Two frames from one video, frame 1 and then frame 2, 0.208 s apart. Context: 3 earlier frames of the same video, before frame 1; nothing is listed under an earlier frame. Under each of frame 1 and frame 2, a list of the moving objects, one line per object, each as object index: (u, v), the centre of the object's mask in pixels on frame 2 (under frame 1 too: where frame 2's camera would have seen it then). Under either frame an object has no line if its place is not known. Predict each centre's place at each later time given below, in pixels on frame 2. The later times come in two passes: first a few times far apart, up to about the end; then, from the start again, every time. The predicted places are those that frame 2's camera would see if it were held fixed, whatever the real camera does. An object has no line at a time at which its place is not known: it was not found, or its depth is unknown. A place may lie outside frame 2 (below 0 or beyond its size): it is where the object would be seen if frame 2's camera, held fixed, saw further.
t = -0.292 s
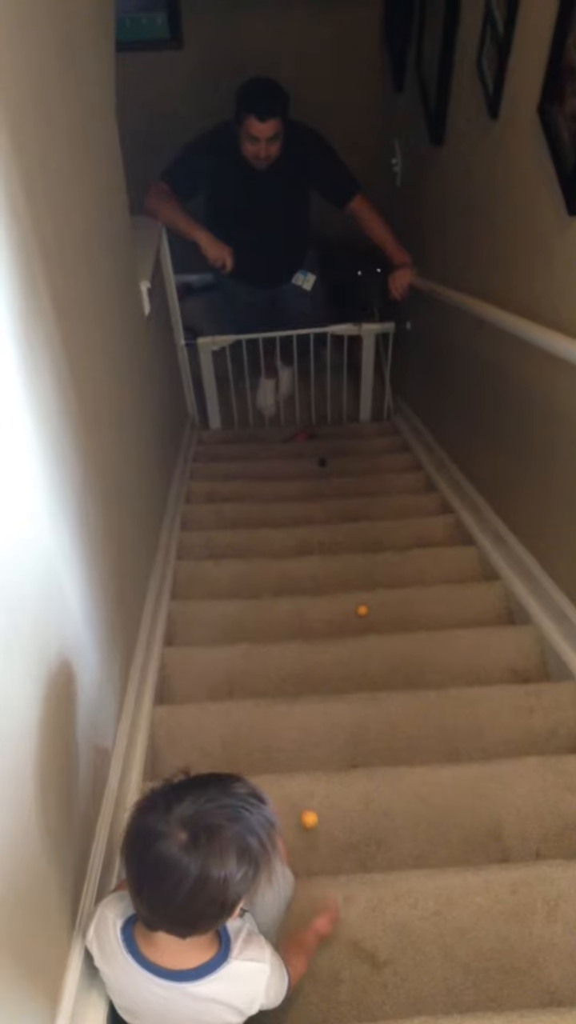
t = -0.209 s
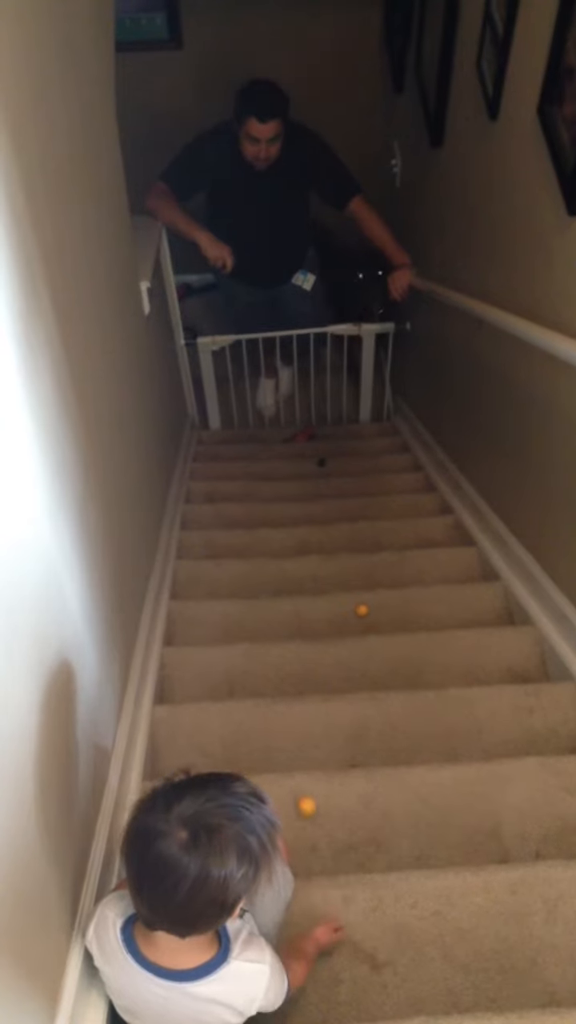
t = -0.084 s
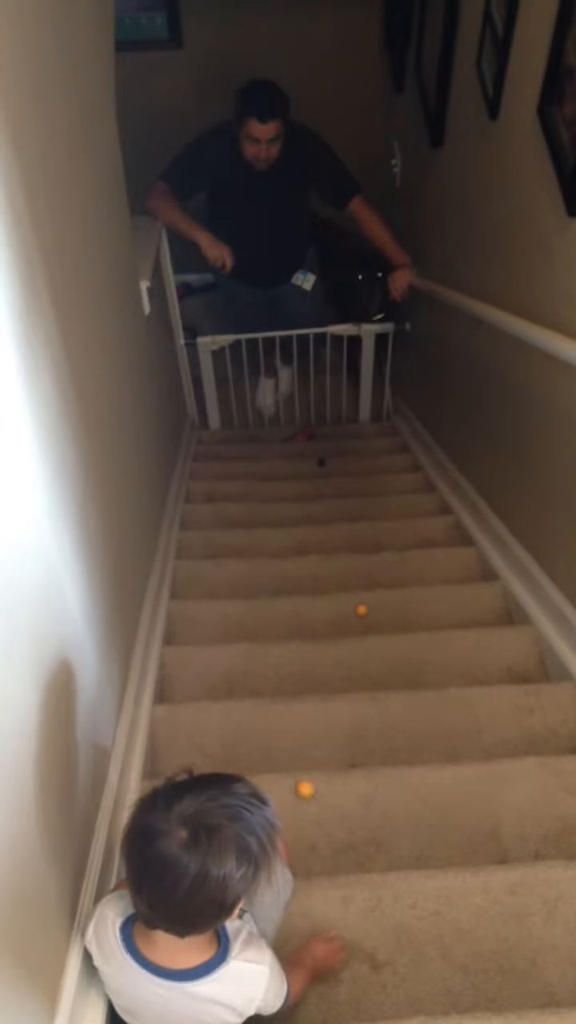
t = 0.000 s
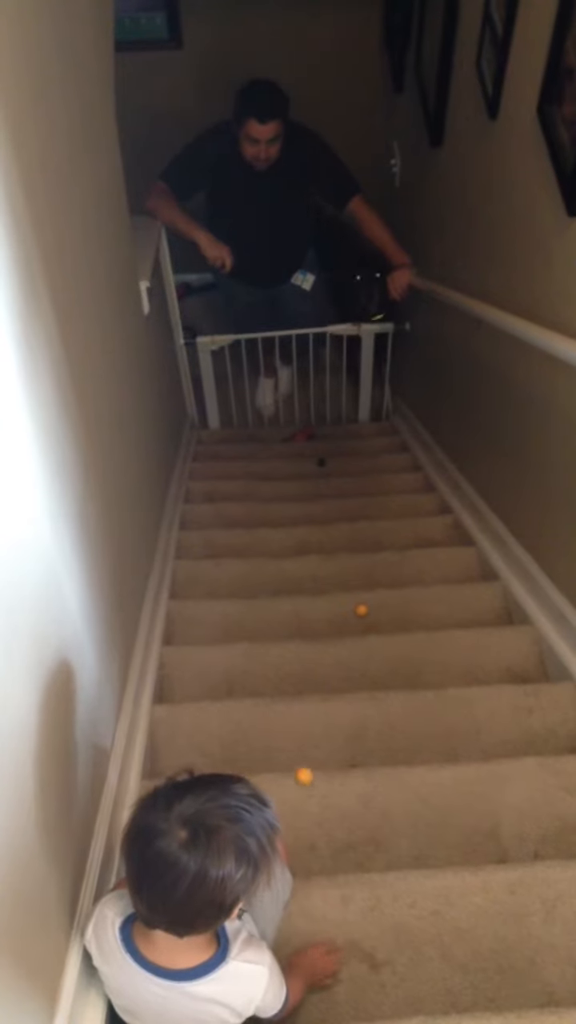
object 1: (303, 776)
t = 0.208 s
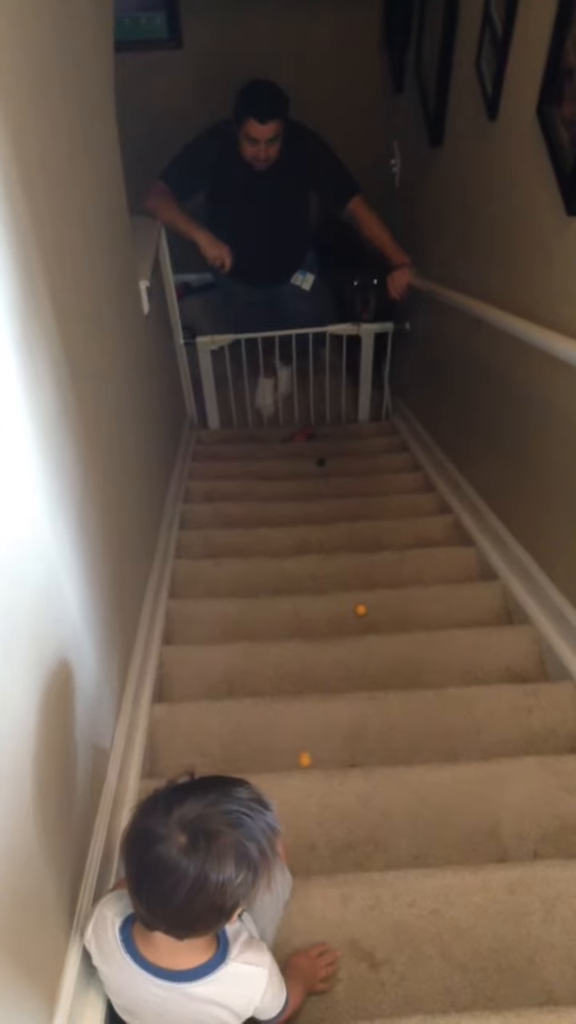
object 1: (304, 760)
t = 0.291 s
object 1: (306, 743)
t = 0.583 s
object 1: (314, 691)
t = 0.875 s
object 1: (324, 648)
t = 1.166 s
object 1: (331, 603)
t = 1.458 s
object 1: (336, 532)
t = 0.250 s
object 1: (304, 759)
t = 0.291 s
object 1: (306, 743)
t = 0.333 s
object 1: (307, 731)
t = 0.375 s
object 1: (308, 724)
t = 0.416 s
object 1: (309, 719)
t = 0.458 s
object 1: (310, 714)
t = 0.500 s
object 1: (312, 702)
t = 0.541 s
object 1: (313, 694)
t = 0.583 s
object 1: (314, 691)
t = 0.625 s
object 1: (316, 687)
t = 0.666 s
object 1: (317, 682)
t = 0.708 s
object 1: (317, 681)
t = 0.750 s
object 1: (318, 682)
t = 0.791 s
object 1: (320, 671)
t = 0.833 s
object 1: (322, 658)
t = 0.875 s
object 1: (324, 648)
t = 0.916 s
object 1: (325, 641)
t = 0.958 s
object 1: (327, 638)
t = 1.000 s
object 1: (328, 636)
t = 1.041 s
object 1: (329, 626)
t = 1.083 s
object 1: (330, 613)
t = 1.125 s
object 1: (331, 607)
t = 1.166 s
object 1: (331, 603)
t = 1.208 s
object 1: (332, 601)
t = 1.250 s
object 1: (334, 583)
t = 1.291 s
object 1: (333, 565)
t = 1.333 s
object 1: (335, 551)
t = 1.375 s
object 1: (335, 541)
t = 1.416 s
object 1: (336, 534)
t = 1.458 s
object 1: (336, 532)
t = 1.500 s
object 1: (336, 532)
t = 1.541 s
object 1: (335, 536)
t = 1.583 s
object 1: (334, 543)
